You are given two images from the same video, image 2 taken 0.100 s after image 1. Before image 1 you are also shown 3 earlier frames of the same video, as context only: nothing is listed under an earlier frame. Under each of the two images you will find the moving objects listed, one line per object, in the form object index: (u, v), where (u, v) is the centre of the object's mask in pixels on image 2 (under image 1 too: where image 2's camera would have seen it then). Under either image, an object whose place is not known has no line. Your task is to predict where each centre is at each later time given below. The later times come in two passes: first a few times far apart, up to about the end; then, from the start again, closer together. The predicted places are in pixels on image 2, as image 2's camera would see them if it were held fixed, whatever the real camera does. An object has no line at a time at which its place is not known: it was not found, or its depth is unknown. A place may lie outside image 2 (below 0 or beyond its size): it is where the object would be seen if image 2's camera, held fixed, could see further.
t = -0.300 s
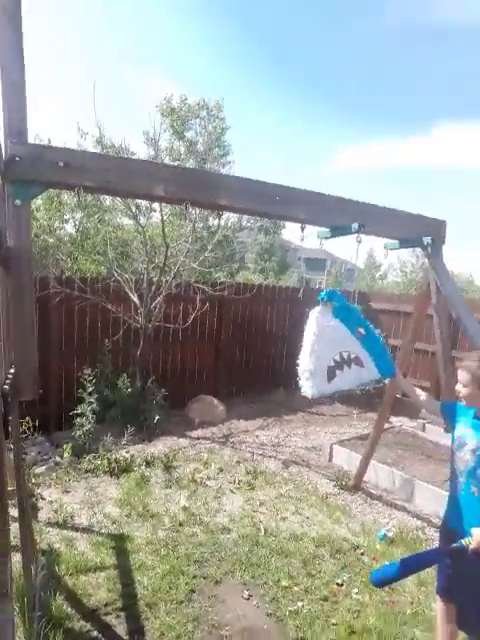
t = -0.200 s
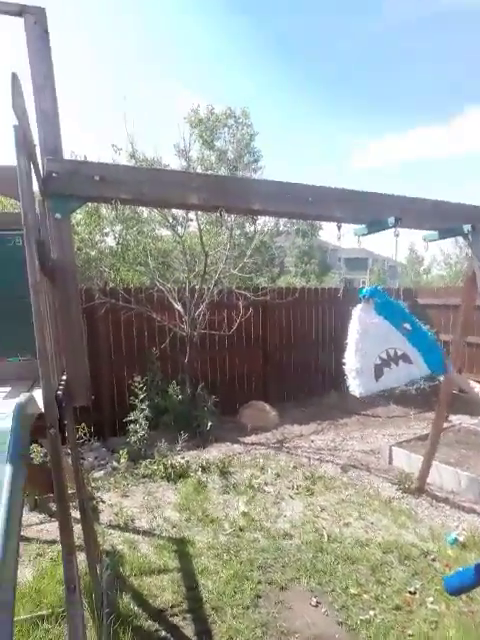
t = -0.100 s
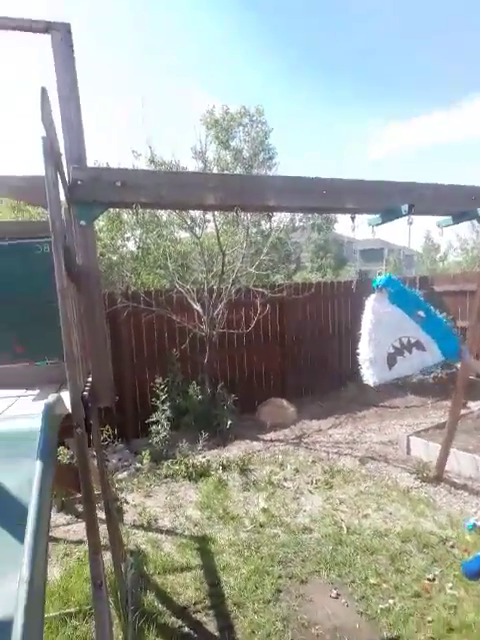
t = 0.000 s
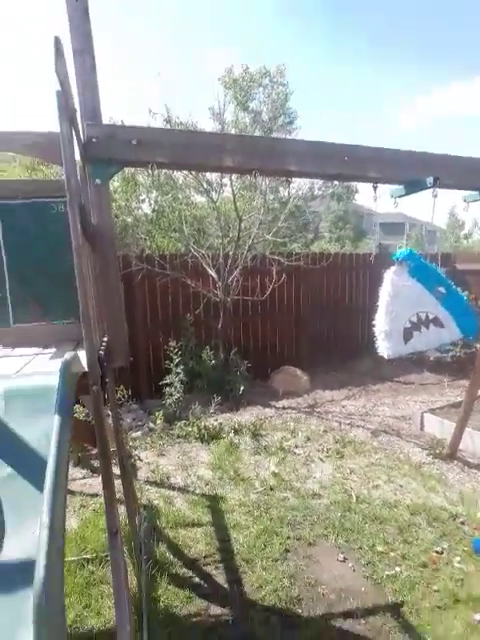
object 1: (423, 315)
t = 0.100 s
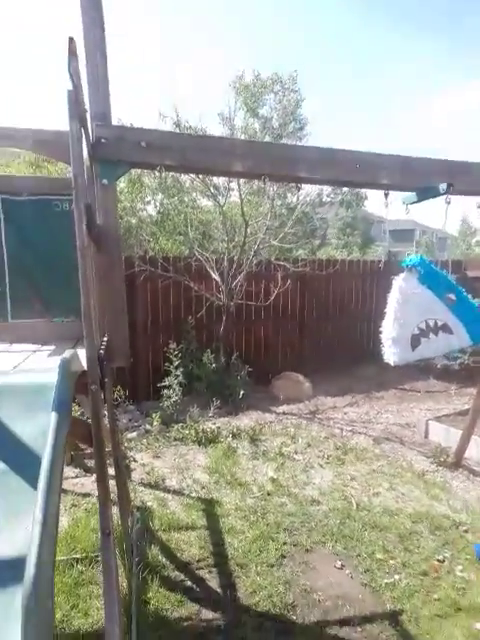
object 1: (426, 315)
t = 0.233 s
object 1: (426, 315)
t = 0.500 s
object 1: (435, 315)
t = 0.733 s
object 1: (437, 317)
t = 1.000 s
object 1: (441, 319)
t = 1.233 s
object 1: (436, 319)
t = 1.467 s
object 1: (429, 319)
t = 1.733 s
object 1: (426, 318)
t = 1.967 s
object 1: (428, 318)
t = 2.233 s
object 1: (429, 321)
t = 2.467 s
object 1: (433, 319)
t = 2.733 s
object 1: (432, 311)
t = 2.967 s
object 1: (428, 311)
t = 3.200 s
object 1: (426, 319)
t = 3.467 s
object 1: (432, 314)
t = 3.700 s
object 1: (439, 319)
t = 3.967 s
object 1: (443, 323)
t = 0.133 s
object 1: (428, 314)
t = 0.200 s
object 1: (426, 312)
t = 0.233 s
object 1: (426, 315)
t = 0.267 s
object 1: (429, 316)
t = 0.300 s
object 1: (434, 315)
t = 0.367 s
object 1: (433, 314)
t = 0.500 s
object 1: (435, 315)
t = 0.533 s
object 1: (434, 316)
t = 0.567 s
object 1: (435, 316)
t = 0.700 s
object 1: (436, 316)
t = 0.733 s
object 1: (437, 317)
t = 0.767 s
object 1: (439, 317)
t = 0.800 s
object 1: (441, 317)
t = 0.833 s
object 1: (441, 318)
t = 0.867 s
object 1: (442, 319)
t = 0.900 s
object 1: (442, 318)
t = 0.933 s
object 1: (443, 318)
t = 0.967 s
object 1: (441, 318)
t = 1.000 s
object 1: (441, 319)
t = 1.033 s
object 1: (440, 319)
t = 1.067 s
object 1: (439, 319)
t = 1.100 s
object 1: (439, 318)
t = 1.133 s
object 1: (438, 318)
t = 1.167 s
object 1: (437, 319)
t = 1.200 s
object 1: (437, 319)
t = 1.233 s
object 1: (436, 319)
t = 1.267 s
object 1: (434, 319)
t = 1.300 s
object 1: (433, 319)
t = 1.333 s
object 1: (433, 319)
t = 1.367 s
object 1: (432, 318)
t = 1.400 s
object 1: (430, 321)
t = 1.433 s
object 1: (430, 319)
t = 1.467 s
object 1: (429, 319)
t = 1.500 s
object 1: (428, 319)
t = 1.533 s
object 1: (428, 318)
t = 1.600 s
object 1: (427, 318)
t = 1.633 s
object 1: (426, 318)
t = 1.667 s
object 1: (426, 318)
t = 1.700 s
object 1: (426, 318)
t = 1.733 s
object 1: (426, 318)
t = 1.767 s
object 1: (425, 318)
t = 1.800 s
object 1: (426, 318)
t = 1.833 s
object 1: (426, 318)
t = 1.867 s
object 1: (427, 318)
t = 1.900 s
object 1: (427, 318)
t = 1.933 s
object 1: (428, 318)
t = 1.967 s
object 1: (428, 318)
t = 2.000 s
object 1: (428, 318)
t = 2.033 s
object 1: (428, 319)
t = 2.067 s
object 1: (428, 319)
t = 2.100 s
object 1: (429, 319)
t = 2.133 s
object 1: (430, 319)
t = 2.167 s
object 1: (430, 319)
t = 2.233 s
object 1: (429, 321)
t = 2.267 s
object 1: (429, 321)
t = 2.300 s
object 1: (429, 321)
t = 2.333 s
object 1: (430, 320)
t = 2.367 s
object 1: (430, 321)
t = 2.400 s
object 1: (431, 320)
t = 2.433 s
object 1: (432, 320)
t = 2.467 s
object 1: (433, 319)
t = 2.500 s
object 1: (433, 319)
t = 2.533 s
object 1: (433, 318)
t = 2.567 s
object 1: (434, 317)
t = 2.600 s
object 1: (434, 316)
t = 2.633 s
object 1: (434, 315)
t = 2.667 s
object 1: (435, 313)
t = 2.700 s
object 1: (434, 310)
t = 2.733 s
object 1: (432, 311)
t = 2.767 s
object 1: (431, 309)
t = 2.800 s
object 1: (431, 307)
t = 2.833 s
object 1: (430, 308)
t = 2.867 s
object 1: (428, 309)
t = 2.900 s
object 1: (428, 311)
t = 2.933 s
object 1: (427, 312)
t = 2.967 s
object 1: (428, 311)
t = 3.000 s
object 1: (427, 314)
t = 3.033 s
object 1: (425, 319)
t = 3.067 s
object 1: (425, 320)
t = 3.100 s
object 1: (427, 319)
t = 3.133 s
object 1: (427, 320)
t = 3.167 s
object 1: (426, 320)
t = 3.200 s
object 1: (426, 319)
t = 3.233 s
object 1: (427, 317)
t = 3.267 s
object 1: (427, 317)
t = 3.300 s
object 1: (427, 317)
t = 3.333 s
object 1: (428, 315)
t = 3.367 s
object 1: (429, 314)
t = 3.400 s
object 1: (430, 313)
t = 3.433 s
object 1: (432, 313)
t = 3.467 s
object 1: (432, 314)
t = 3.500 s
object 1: (433, 314)
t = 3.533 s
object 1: (434, 315)
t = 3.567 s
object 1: (435, 314)
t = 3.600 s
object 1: (436, 317)
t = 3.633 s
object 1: (437, 318)
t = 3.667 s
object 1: (439, 318)
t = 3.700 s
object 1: (439, 319)
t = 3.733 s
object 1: (441, 321)
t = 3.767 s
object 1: (441, 322)
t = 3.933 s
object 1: (443, 323)
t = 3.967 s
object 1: (443, 323)
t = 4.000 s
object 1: (442, 323)
